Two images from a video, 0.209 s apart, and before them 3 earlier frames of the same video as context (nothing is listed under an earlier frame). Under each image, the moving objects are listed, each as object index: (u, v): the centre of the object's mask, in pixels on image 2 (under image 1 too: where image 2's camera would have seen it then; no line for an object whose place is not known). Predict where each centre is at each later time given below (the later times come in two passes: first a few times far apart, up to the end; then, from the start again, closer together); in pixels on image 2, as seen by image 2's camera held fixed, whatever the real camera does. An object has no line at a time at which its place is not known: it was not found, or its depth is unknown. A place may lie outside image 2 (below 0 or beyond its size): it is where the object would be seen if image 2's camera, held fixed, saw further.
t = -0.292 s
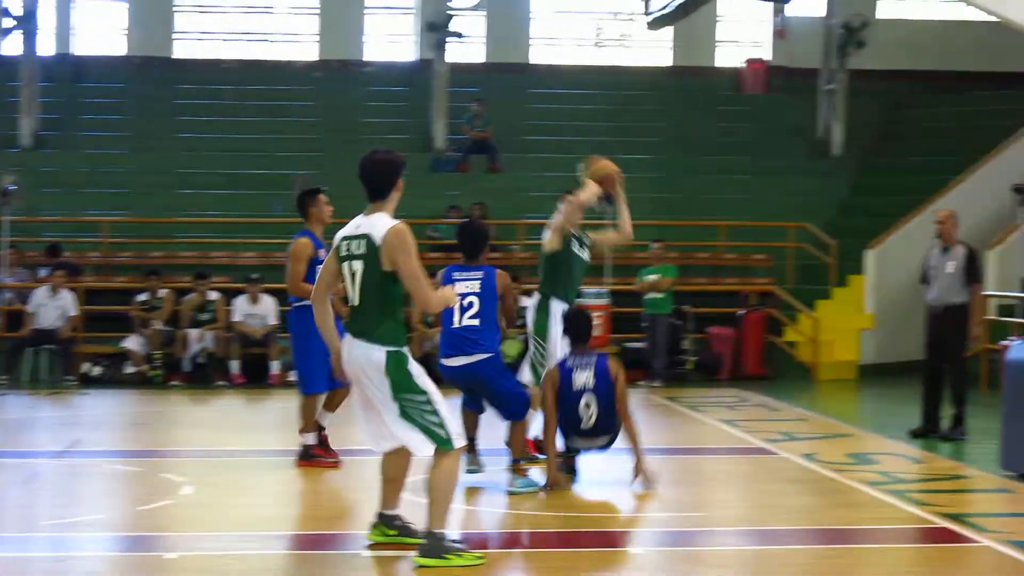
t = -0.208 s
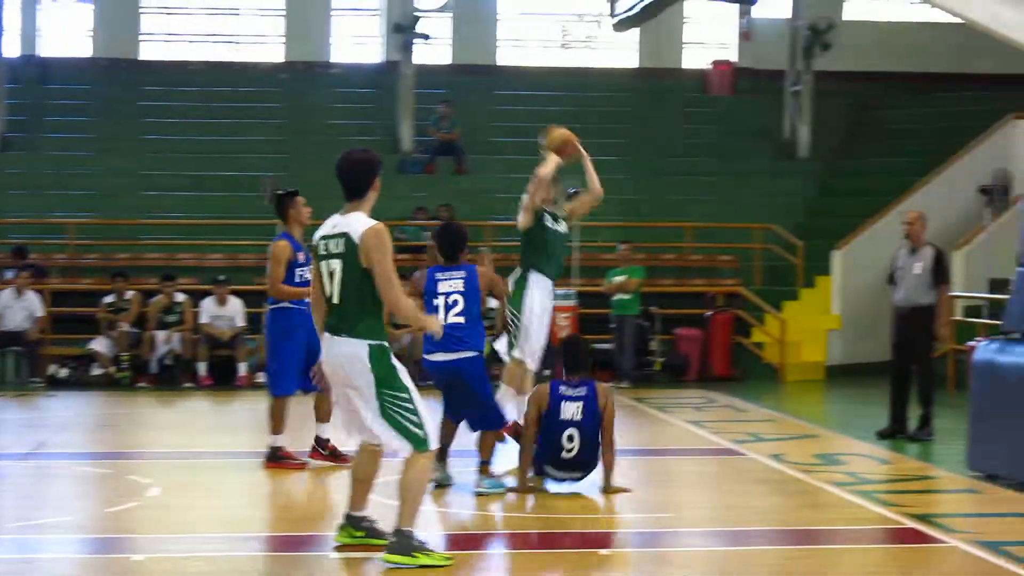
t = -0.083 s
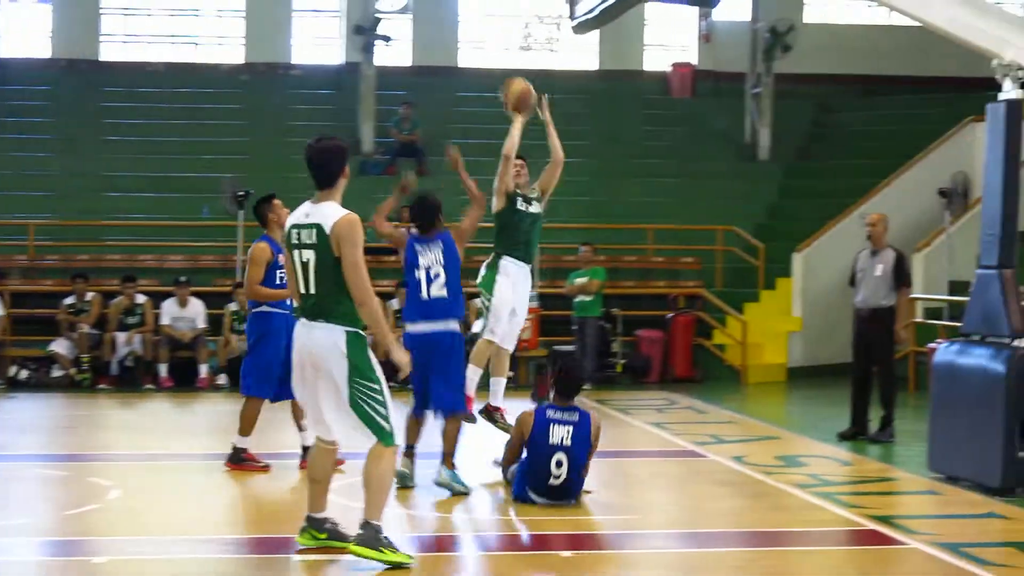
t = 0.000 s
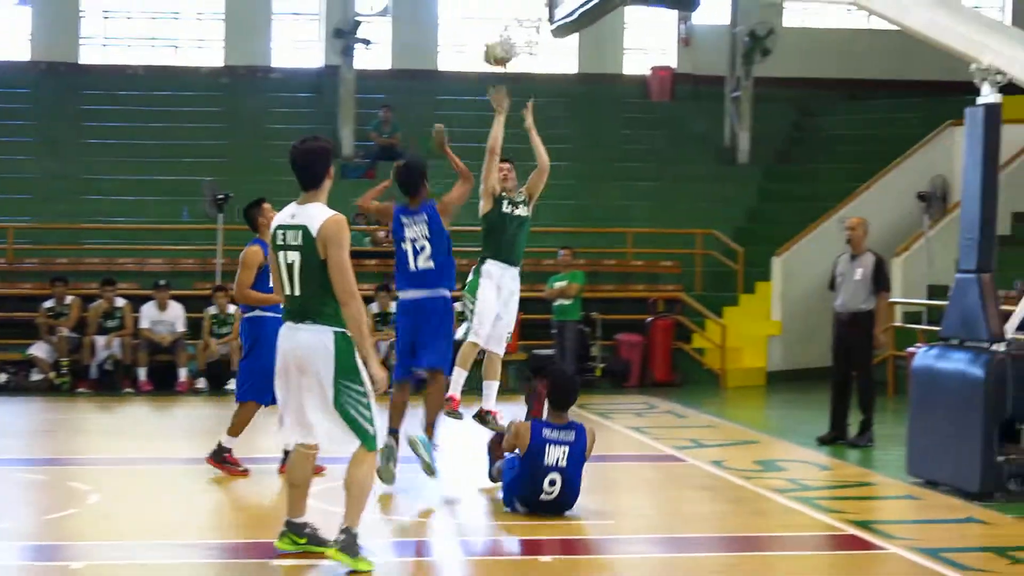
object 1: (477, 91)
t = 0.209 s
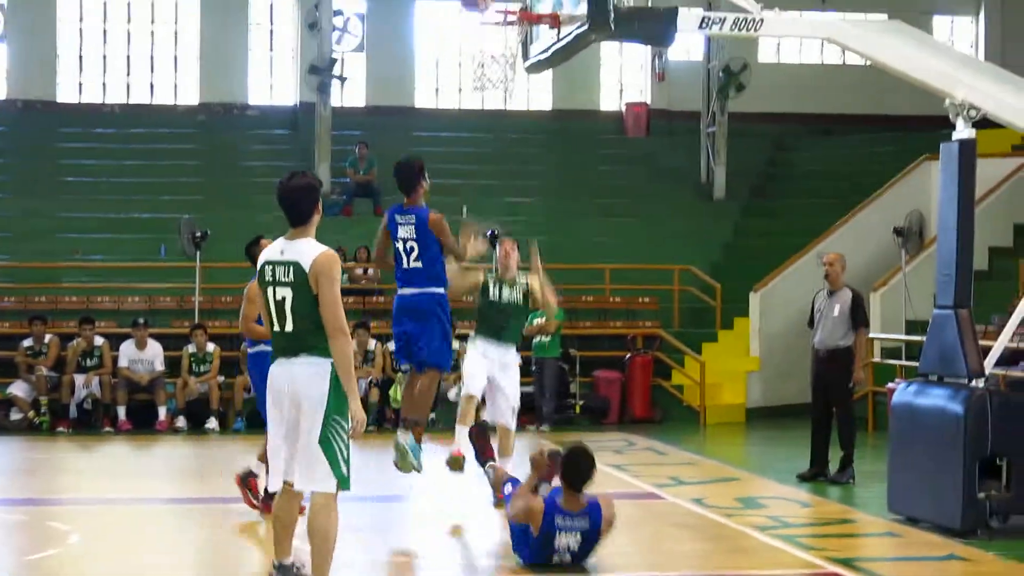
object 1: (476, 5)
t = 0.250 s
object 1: (476, -5)
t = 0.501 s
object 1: (477, -31)
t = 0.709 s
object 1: (480, 29)
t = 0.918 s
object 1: (496, 58)
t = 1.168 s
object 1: (503, 131)
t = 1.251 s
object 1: (504, 176)
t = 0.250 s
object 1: (476, -5)
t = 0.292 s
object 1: (477, -13)
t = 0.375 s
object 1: (477, -26)
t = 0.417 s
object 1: (477, -29)
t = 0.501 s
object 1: (477, -31)
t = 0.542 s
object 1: (478, -29)
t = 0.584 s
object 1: (478, -22)
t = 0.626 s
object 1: (479, -11)
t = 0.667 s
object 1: (479, 5)
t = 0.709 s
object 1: (480, 29)
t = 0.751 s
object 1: (481, 41)
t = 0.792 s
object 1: (487, 45)
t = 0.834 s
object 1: (489, 47)
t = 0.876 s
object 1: (493, 51)
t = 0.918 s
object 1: (496, 58)
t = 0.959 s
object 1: (499, 64)
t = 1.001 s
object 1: (500, 71)
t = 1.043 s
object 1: (501, 81)
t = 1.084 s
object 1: (502, 93)
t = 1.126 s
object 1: (503, 115)
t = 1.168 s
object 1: (503, 131)
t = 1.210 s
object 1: (504, 152)
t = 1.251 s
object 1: (504, 176)
